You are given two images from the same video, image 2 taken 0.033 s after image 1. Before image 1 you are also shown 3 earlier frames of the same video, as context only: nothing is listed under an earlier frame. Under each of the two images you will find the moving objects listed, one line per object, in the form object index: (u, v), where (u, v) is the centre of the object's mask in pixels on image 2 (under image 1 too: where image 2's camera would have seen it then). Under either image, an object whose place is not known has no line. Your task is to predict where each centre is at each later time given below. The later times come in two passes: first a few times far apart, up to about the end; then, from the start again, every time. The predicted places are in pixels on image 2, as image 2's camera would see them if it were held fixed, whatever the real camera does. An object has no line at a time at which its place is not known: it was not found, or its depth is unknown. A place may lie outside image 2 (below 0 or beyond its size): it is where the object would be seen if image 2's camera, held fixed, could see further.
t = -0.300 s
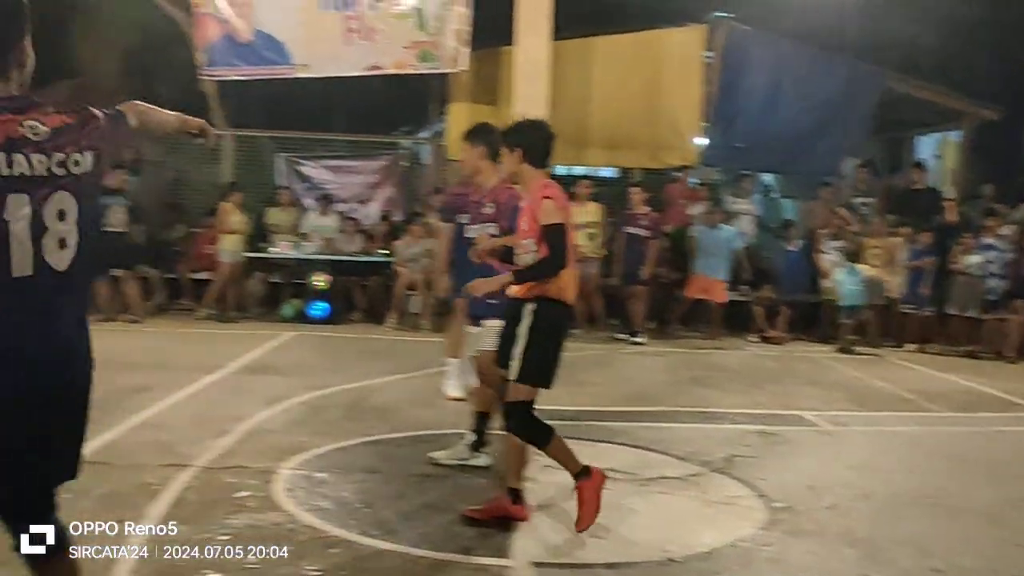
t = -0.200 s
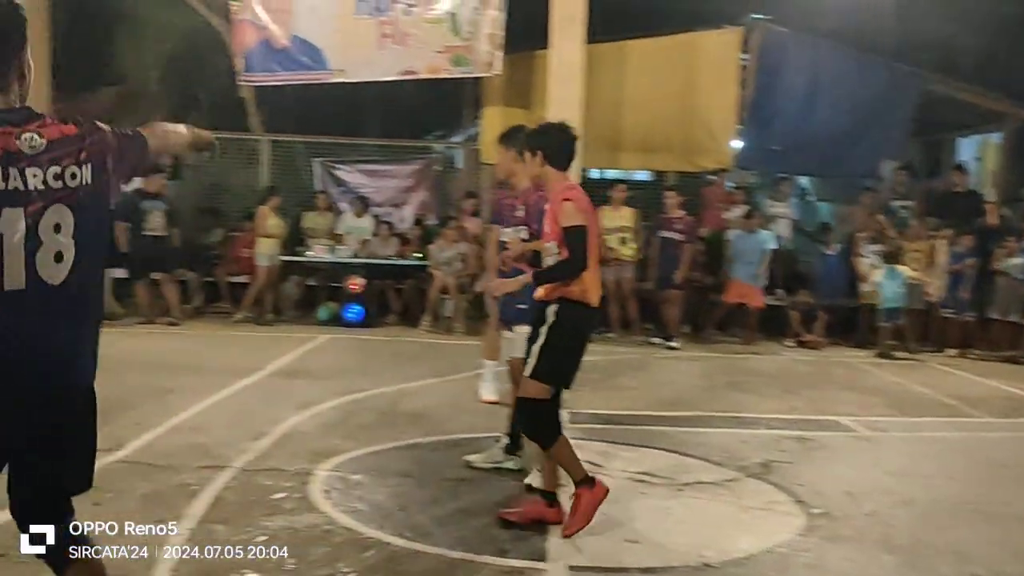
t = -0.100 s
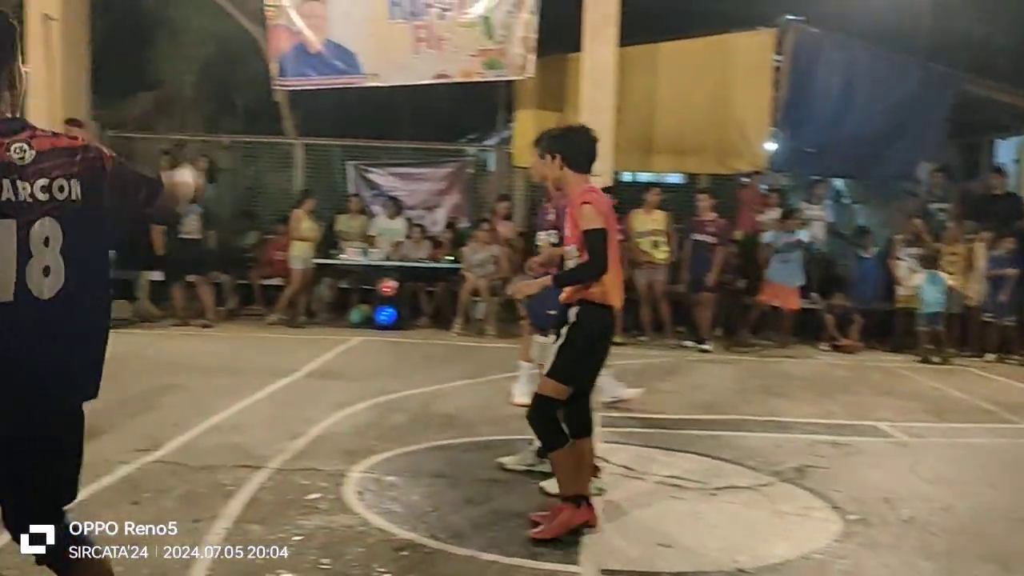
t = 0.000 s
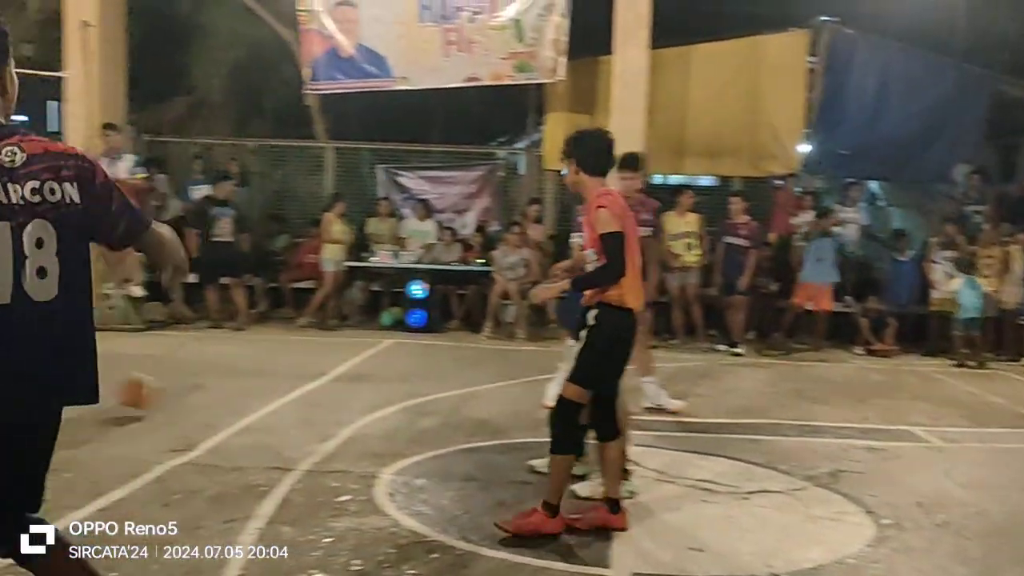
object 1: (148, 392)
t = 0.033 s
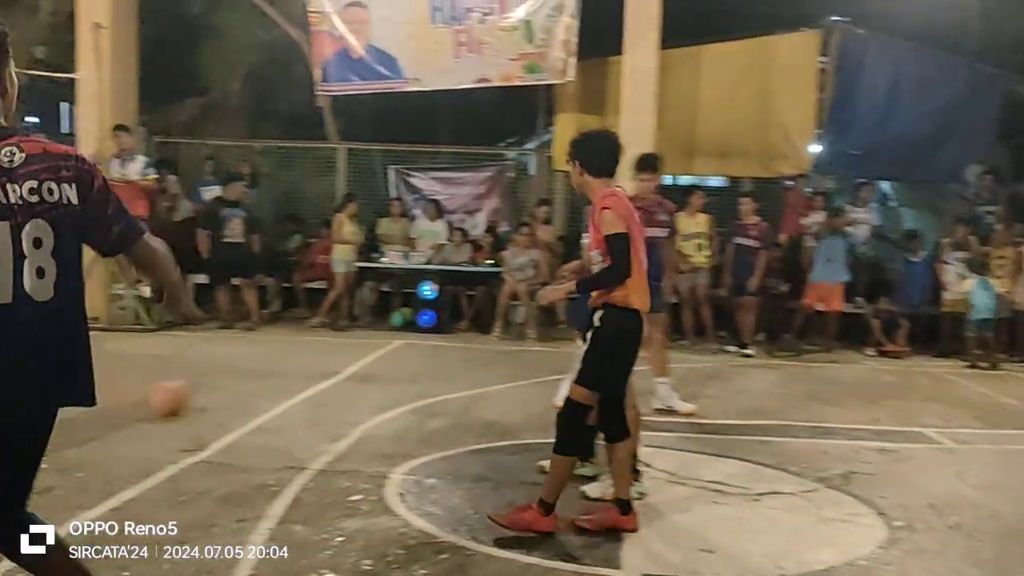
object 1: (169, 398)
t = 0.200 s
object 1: (277, 374)
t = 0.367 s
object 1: (376, 398)
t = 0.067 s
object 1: (189, 388)
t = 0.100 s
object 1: (213, 381)
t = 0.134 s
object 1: (234, 377)
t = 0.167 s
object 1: (257, 375)
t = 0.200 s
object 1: (277, 374)
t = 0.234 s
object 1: (298, 373)
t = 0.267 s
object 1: (318, 375)
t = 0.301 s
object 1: (338, 381)
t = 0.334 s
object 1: (356, 387)
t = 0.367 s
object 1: (376, 398)
